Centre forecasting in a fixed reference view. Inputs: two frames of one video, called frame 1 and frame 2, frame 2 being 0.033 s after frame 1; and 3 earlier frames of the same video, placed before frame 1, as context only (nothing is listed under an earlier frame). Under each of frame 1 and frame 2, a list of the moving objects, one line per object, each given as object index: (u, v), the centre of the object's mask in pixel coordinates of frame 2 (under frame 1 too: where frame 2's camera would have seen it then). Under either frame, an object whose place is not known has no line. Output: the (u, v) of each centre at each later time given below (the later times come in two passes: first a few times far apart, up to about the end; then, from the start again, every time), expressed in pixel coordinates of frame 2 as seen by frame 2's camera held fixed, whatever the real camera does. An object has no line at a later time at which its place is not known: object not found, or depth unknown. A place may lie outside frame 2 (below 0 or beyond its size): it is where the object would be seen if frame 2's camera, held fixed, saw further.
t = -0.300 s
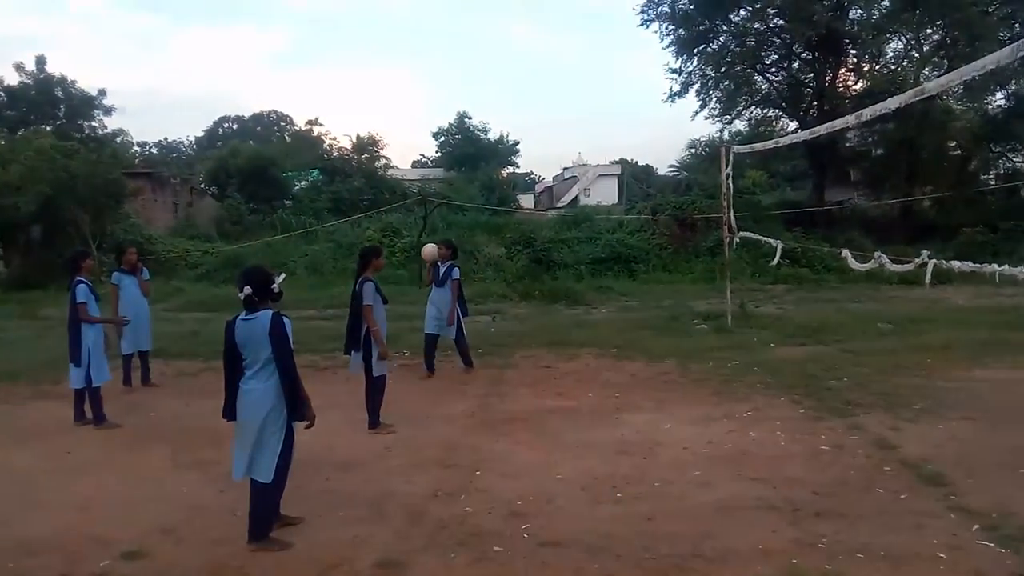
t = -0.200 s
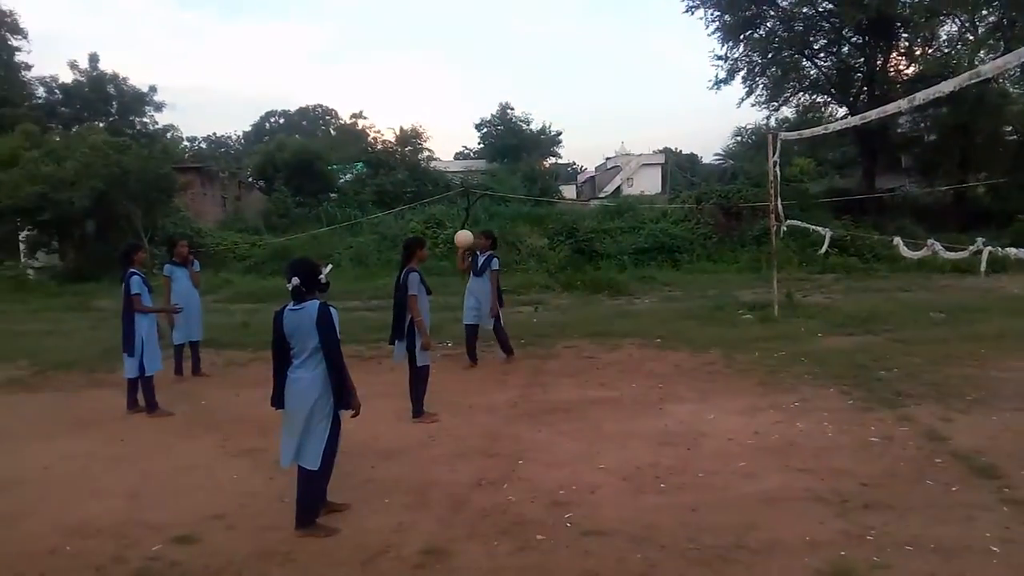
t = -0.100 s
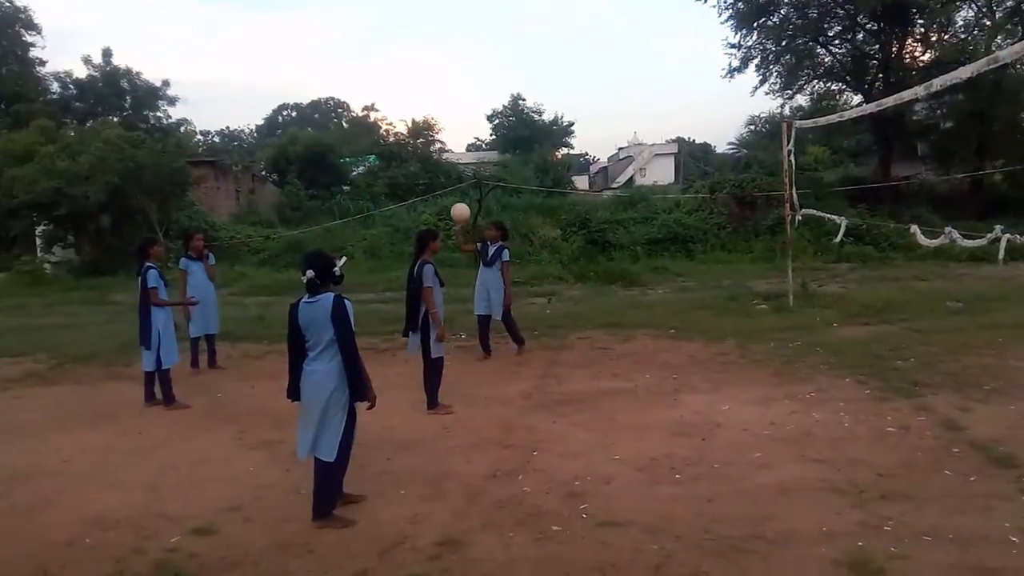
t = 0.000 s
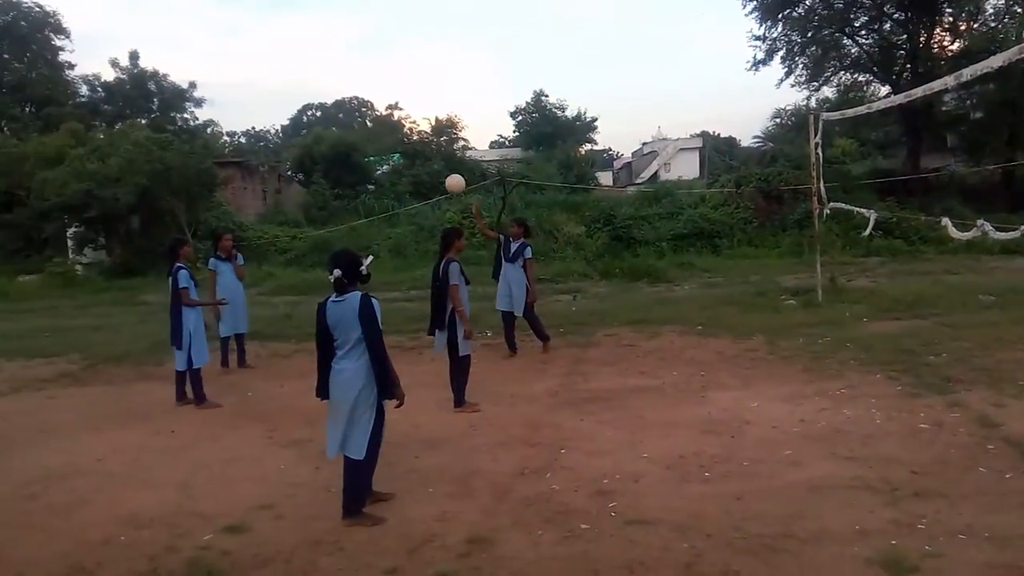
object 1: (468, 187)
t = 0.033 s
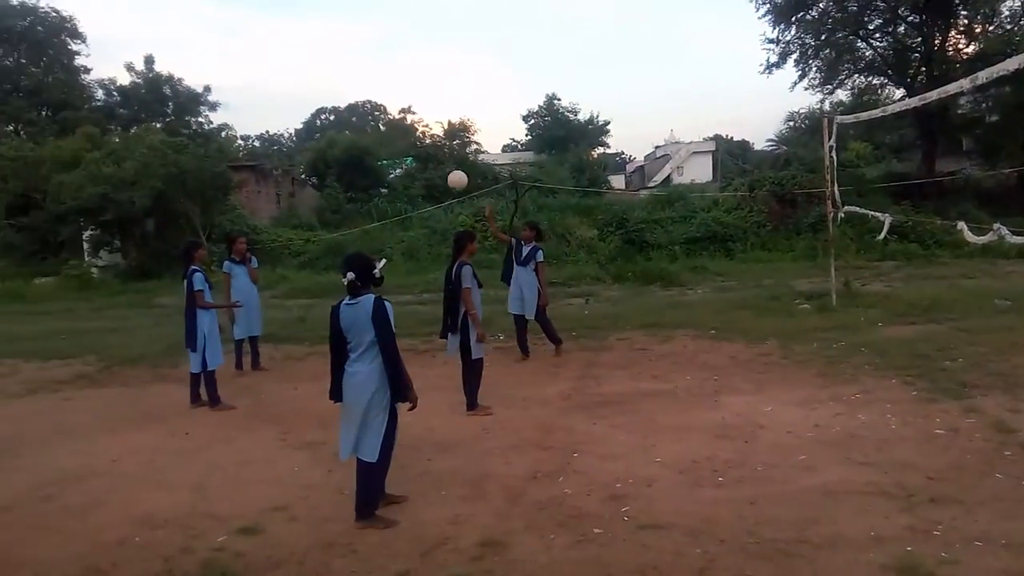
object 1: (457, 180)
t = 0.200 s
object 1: (406, 160)
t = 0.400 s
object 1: (342, 170)
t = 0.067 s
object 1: (447, 174)
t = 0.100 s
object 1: (437, 169)
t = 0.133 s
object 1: (427, 164)
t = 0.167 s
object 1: (416, 162)
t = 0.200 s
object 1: (406, 160)
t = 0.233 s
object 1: (396, 159)
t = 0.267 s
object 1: (385, 158)
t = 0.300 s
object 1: (375, 160)
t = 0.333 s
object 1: (365, 162)
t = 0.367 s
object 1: (354, 166)
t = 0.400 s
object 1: (342, 170)
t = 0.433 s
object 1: (332, 176)
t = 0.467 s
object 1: (321, 182)
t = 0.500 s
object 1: (310, 190)
